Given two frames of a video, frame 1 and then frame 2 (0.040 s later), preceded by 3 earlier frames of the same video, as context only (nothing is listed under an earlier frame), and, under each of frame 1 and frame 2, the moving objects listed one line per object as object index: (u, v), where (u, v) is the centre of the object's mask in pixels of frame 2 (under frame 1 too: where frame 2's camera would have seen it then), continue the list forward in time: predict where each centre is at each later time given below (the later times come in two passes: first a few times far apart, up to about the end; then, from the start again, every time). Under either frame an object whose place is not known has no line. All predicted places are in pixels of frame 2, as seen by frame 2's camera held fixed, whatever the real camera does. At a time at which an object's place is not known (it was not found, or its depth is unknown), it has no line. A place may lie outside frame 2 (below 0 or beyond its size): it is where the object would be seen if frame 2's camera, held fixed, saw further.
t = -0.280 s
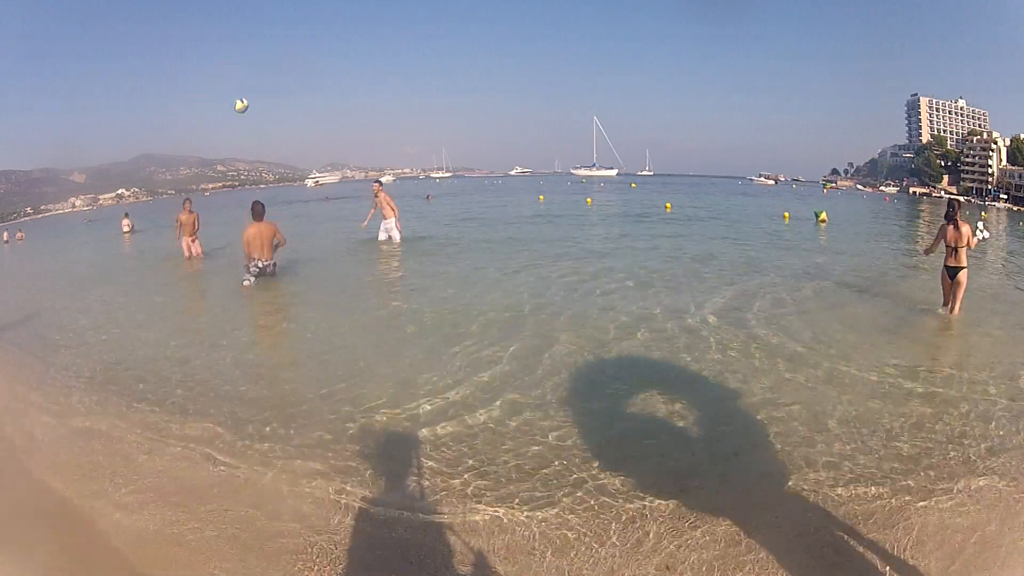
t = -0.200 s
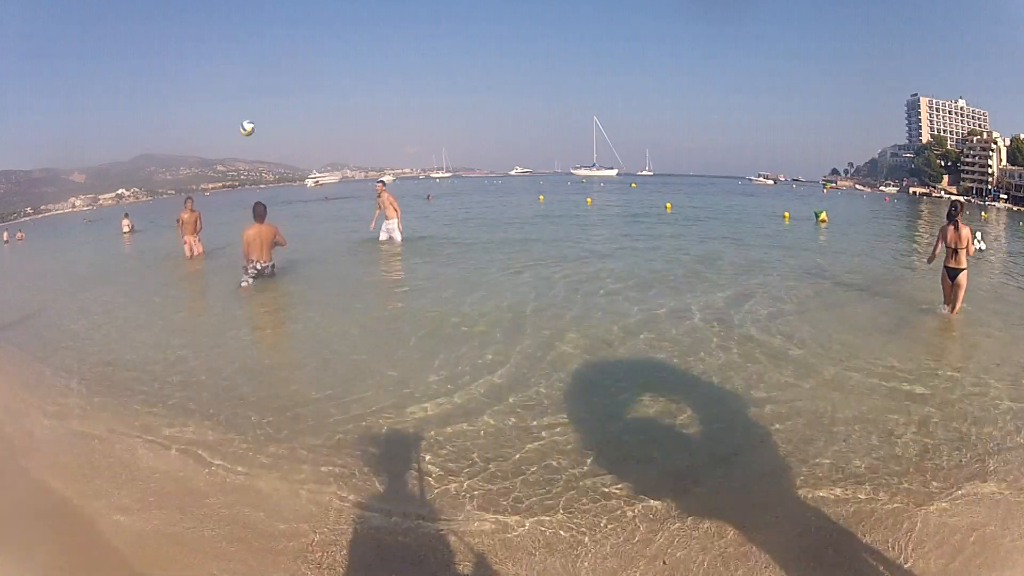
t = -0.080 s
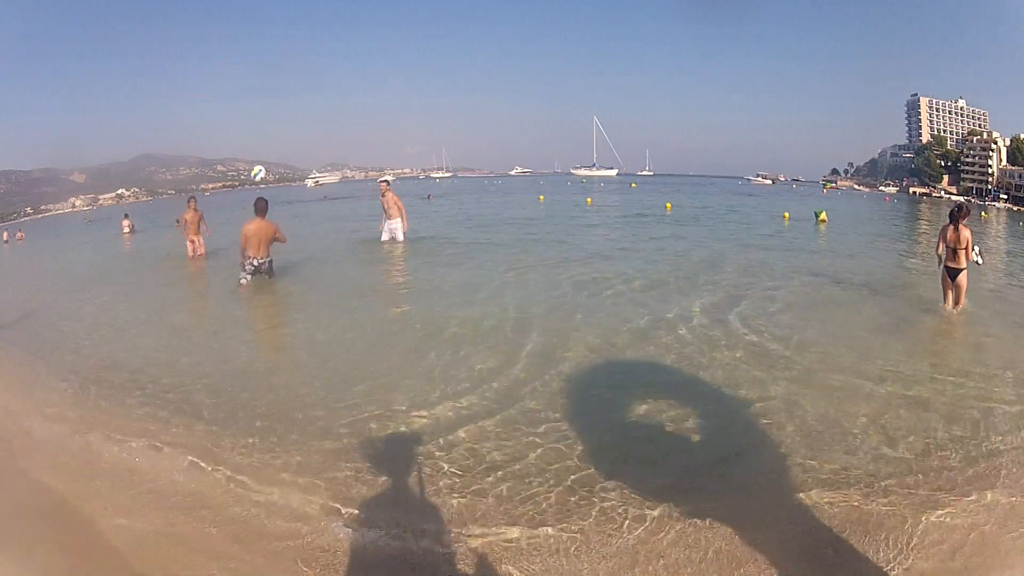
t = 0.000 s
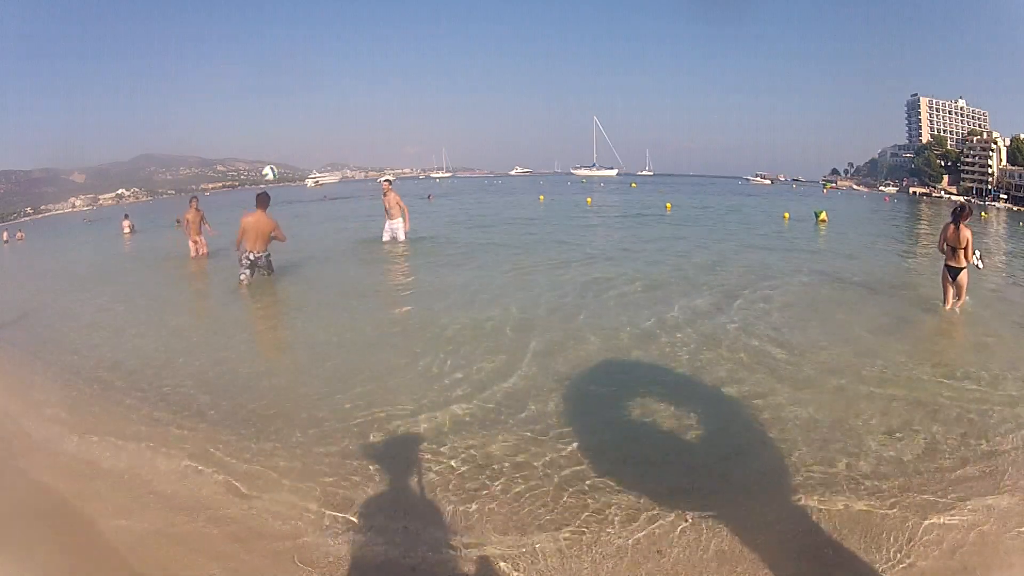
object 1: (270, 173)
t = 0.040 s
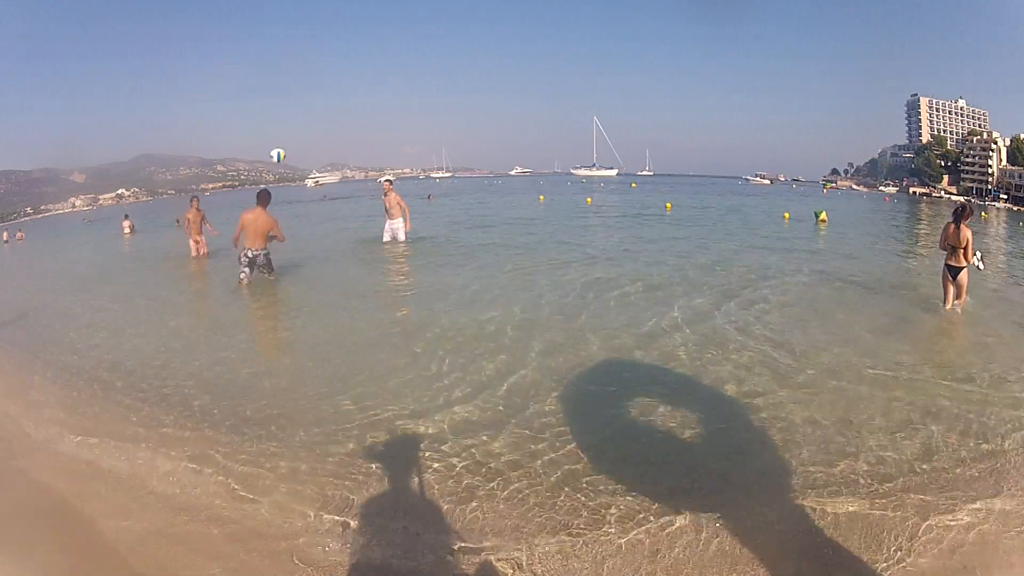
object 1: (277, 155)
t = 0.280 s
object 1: (323, 83)
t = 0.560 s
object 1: (372, 58)
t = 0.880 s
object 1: (421, 94)
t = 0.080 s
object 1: (285, 140)
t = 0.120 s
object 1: (293, 125)
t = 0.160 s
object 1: (300, 112)
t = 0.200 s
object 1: (308, 101)
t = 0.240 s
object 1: (316, 92)
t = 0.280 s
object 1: (323, 83)
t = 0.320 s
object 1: (331, 76)
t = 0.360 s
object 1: (337, 70)
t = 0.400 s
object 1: (344, 65)
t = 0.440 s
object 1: (352, 61)
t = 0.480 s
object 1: (359, 59)
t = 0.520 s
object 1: (366, 58)
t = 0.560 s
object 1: (372, 58)
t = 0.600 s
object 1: (379, 59)
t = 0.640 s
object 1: (385, 61)
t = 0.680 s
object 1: (391, 64)
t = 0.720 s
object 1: (398, 68)
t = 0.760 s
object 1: (403, 74)
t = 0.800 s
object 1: (409, 79)
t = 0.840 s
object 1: (415, 86)
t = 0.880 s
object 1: (421, 94)
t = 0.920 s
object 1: (427, 102)
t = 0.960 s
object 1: (432, 113)
